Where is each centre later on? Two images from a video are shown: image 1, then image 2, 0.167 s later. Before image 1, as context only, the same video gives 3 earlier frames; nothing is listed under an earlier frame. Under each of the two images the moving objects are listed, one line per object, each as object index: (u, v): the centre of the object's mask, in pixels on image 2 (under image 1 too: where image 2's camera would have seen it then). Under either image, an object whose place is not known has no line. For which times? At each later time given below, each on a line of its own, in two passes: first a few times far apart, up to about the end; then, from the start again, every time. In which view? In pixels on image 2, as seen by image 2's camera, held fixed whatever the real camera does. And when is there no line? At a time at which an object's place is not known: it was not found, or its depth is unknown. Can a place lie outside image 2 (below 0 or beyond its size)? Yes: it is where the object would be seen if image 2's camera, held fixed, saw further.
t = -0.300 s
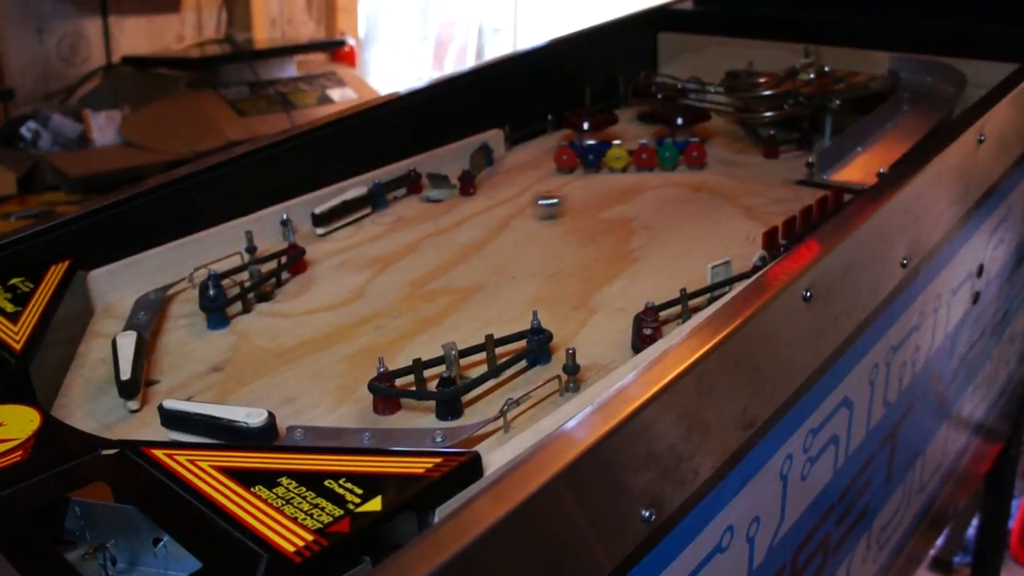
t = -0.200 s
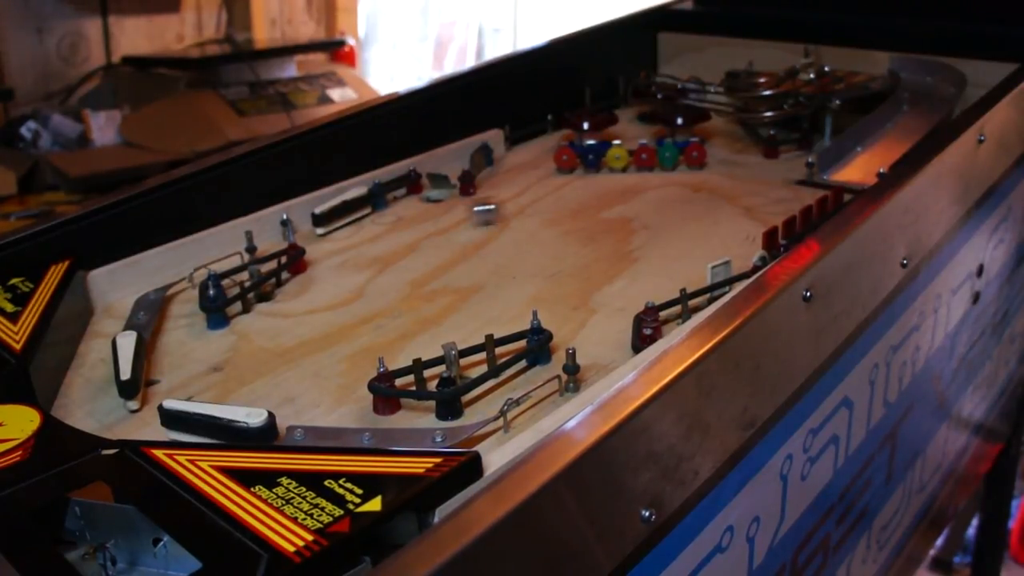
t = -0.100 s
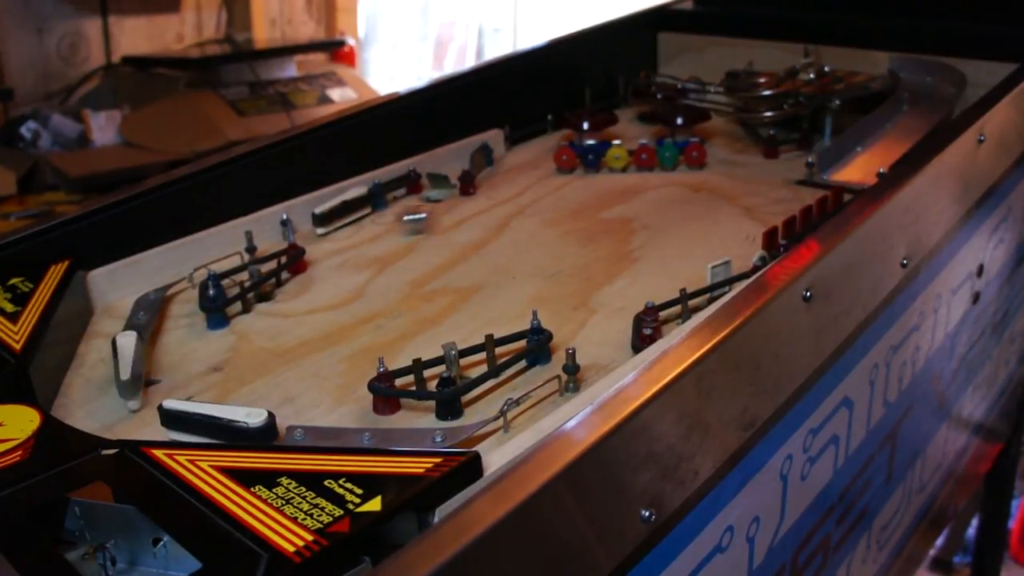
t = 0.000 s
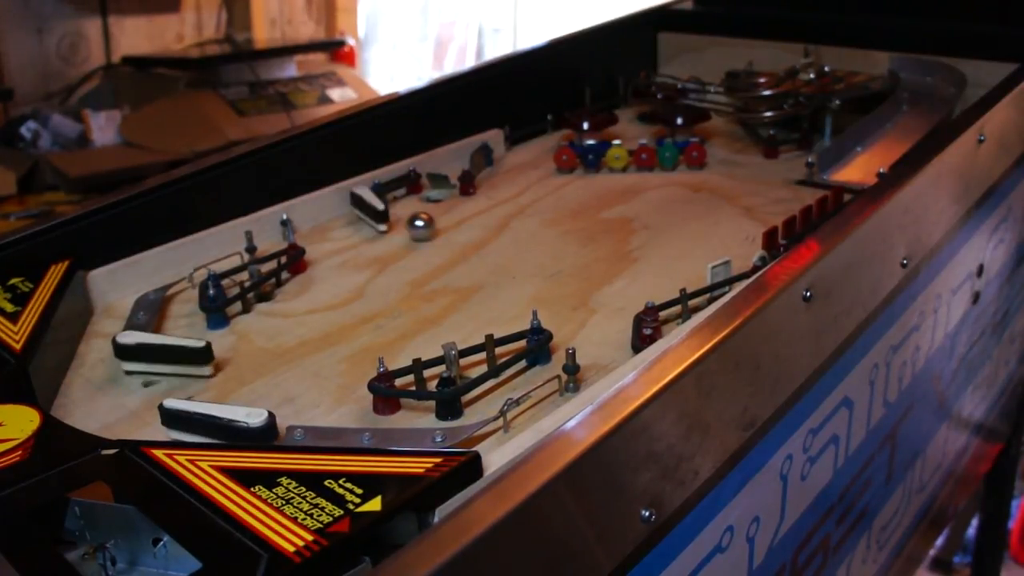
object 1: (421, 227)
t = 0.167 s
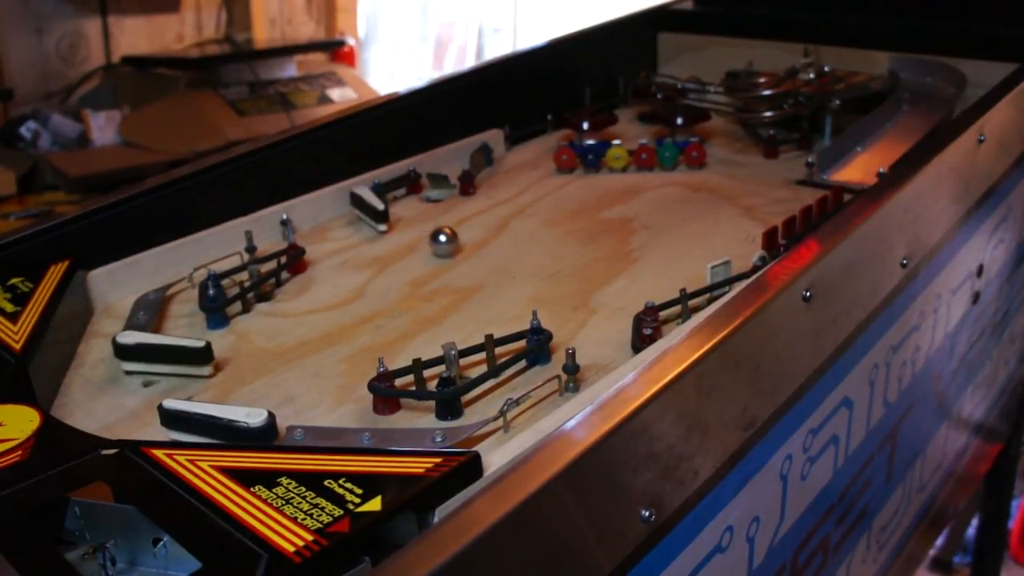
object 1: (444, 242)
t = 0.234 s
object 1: (449, 250)
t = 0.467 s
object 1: (443, 293)
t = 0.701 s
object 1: (381, 362)
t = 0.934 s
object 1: (287, 368)
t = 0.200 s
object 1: (447, 246)
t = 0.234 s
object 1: (449, 250)
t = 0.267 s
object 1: (451, 255)
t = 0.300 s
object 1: (451, 260)
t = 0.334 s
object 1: (451, 266)
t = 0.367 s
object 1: (450, 272)
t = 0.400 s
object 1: (449, 278)
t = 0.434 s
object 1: (446, 285)
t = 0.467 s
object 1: (443, 293)
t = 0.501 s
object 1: (439, 302)
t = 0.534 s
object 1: (433, 311)
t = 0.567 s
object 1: (426, 320)
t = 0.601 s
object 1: (417, 330)
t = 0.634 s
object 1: (407, 340)
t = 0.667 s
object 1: (395, 351)
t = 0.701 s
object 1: (381, 362)
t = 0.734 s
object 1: (369, 366)
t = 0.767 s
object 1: (358, 368)
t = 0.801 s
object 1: (347, 367)
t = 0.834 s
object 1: (333, 367)
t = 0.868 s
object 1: (319, 367)
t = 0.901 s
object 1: (303, 367)
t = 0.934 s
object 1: (287, 368)
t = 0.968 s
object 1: (270, 370)
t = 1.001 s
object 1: (253, 371)
